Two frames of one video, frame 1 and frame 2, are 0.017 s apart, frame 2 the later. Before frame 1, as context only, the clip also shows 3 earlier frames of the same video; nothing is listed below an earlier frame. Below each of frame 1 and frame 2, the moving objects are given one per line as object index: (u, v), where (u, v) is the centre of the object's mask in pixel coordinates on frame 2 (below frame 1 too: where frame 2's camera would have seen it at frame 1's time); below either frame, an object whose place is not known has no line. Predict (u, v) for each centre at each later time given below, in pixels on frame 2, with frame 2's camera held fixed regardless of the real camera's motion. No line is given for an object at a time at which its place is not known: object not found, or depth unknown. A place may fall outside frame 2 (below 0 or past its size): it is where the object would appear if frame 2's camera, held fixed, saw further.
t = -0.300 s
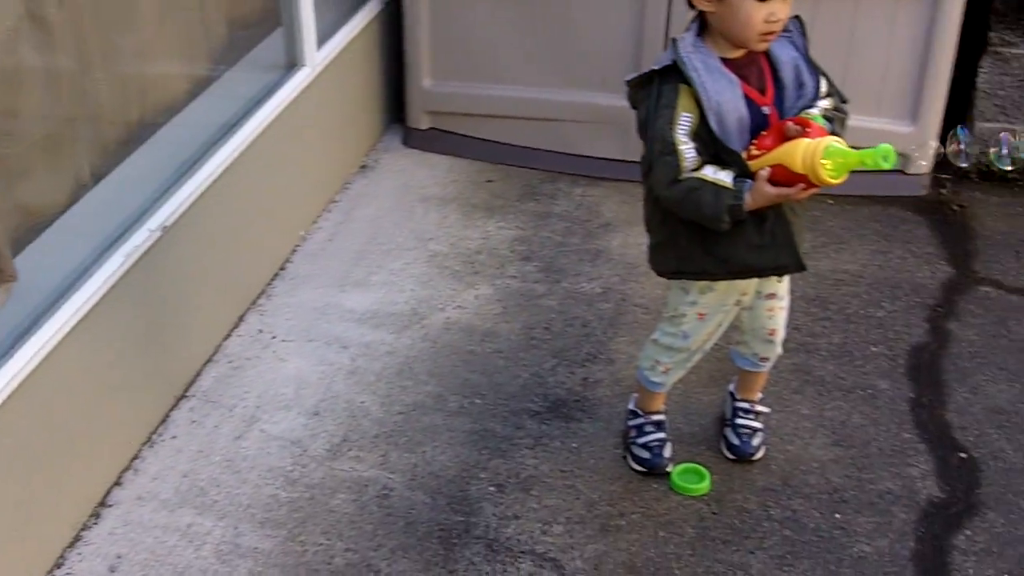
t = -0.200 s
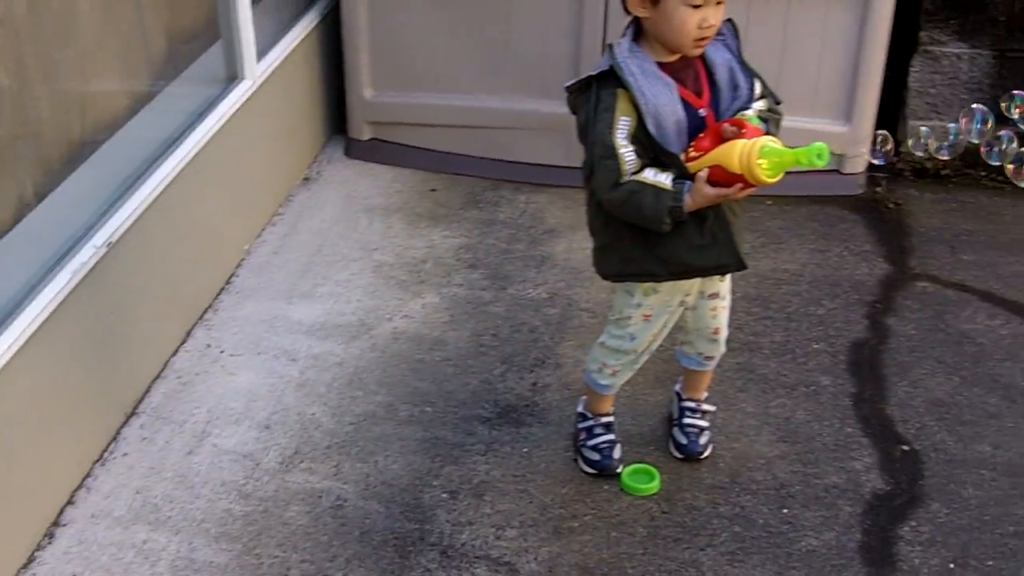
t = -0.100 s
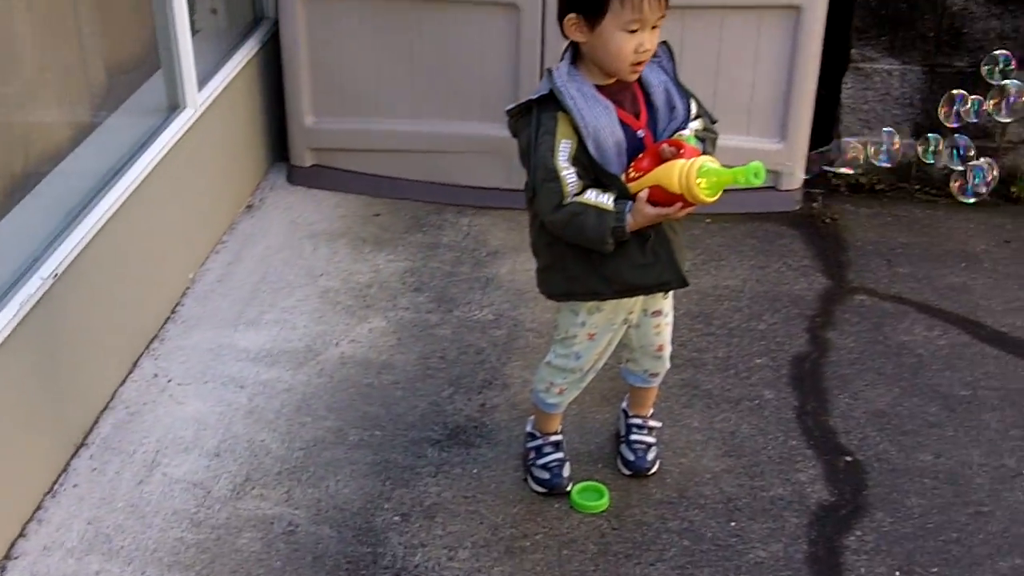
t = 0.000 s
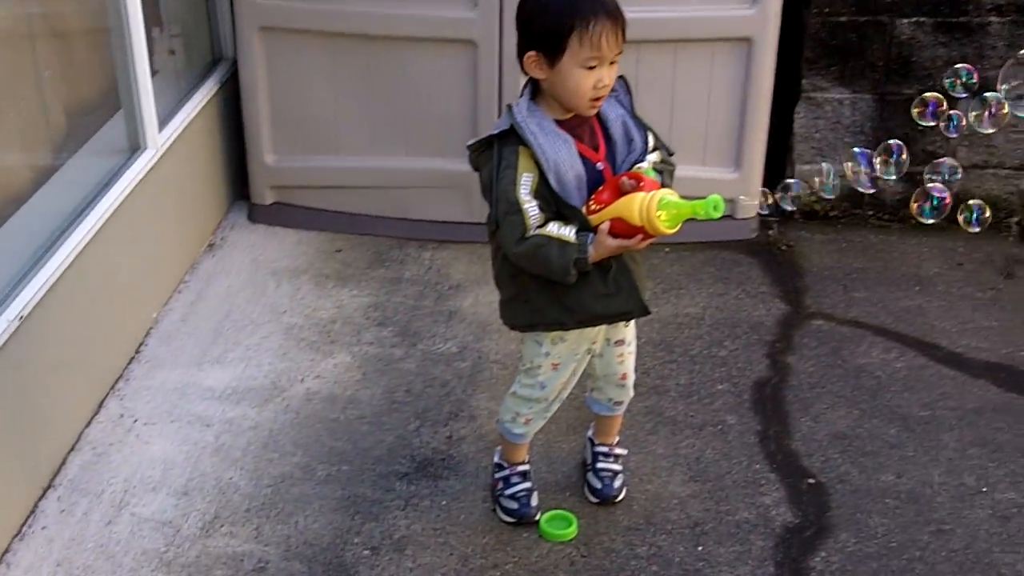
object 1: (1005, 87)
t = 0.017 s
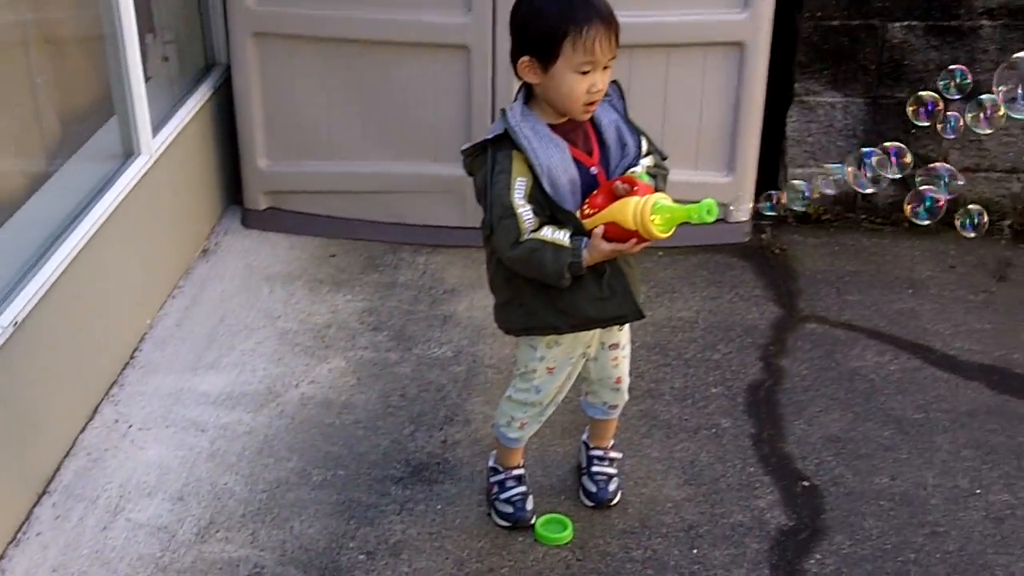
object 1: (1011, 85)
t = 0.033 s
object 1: (1017, 83)
